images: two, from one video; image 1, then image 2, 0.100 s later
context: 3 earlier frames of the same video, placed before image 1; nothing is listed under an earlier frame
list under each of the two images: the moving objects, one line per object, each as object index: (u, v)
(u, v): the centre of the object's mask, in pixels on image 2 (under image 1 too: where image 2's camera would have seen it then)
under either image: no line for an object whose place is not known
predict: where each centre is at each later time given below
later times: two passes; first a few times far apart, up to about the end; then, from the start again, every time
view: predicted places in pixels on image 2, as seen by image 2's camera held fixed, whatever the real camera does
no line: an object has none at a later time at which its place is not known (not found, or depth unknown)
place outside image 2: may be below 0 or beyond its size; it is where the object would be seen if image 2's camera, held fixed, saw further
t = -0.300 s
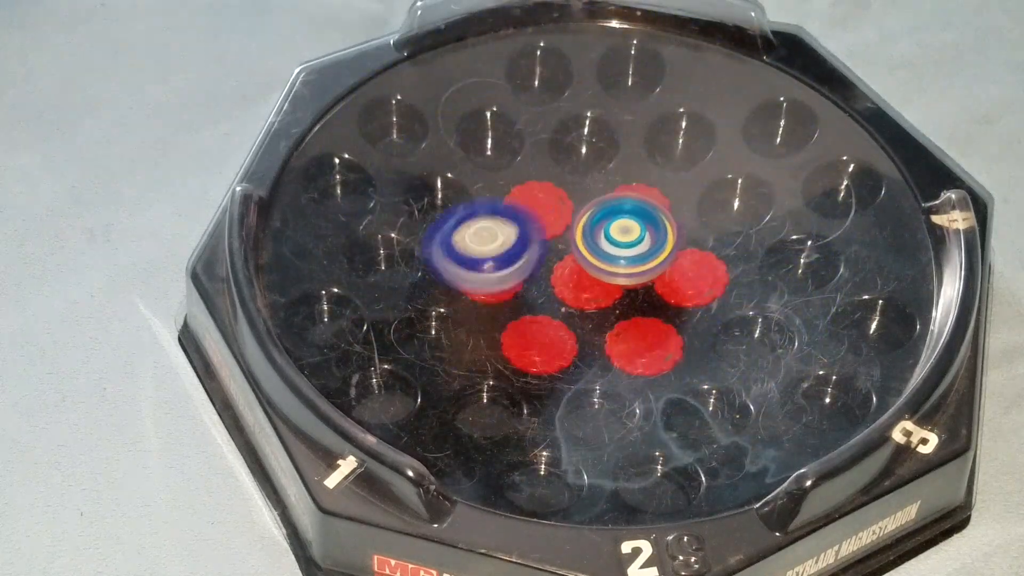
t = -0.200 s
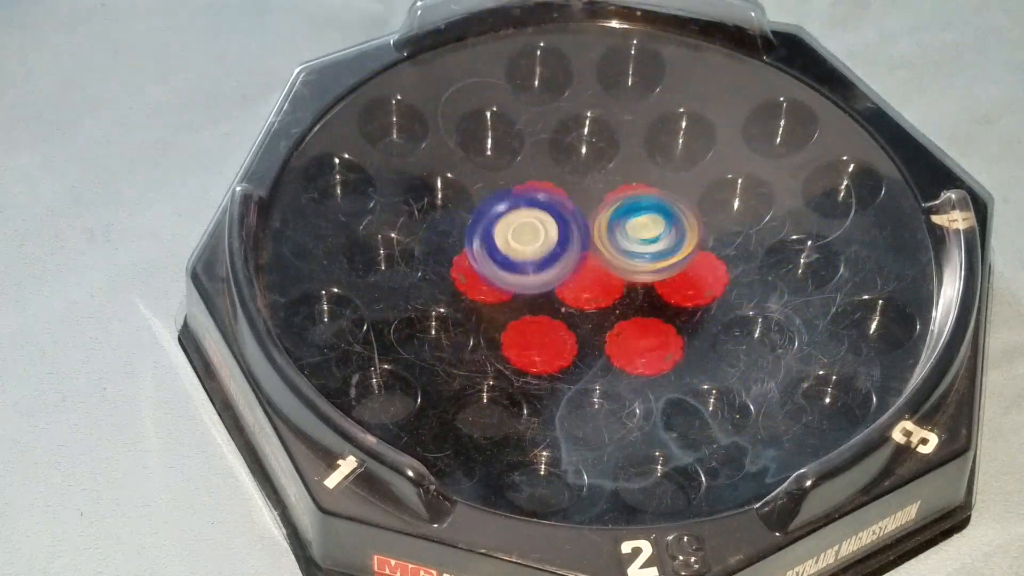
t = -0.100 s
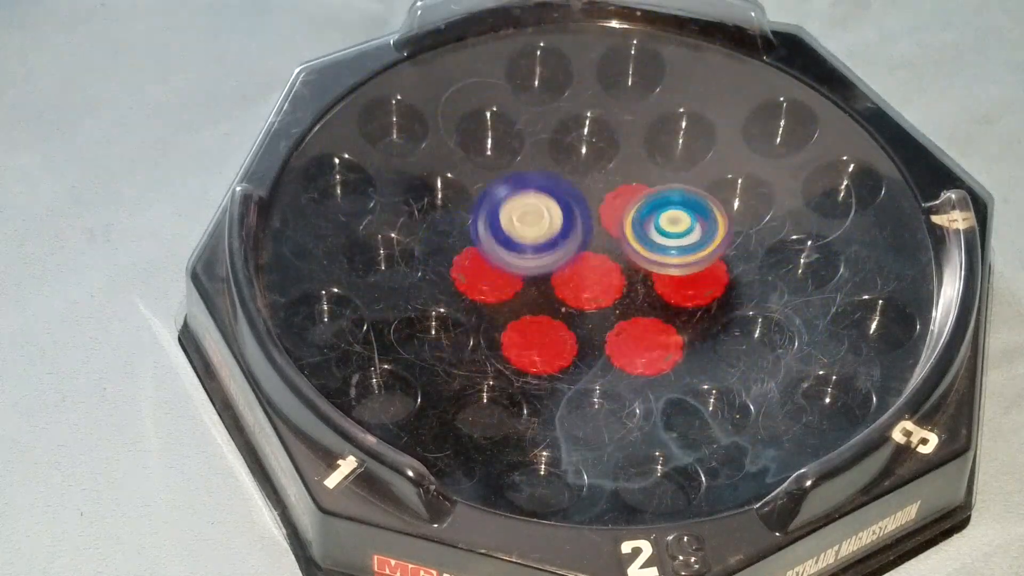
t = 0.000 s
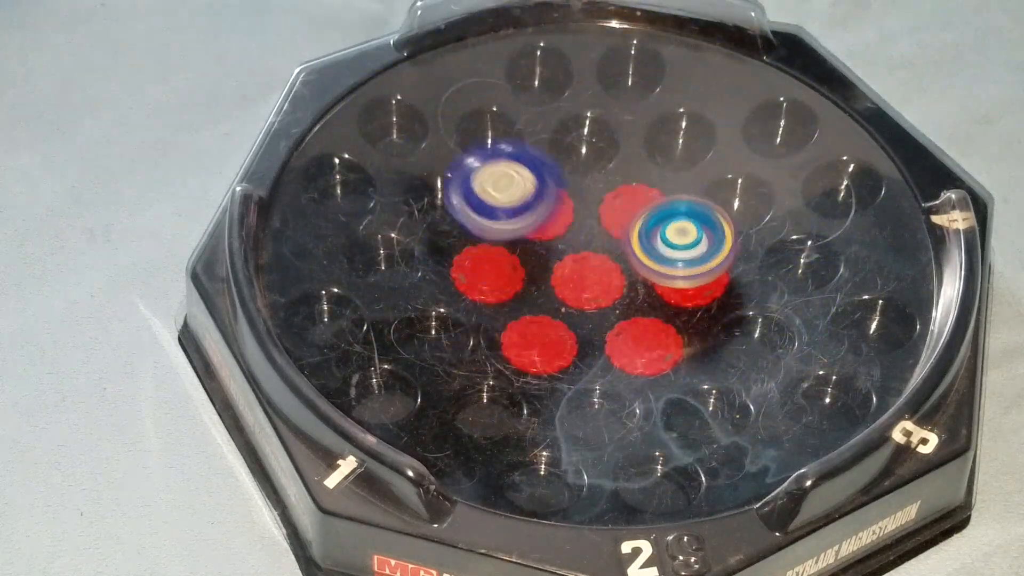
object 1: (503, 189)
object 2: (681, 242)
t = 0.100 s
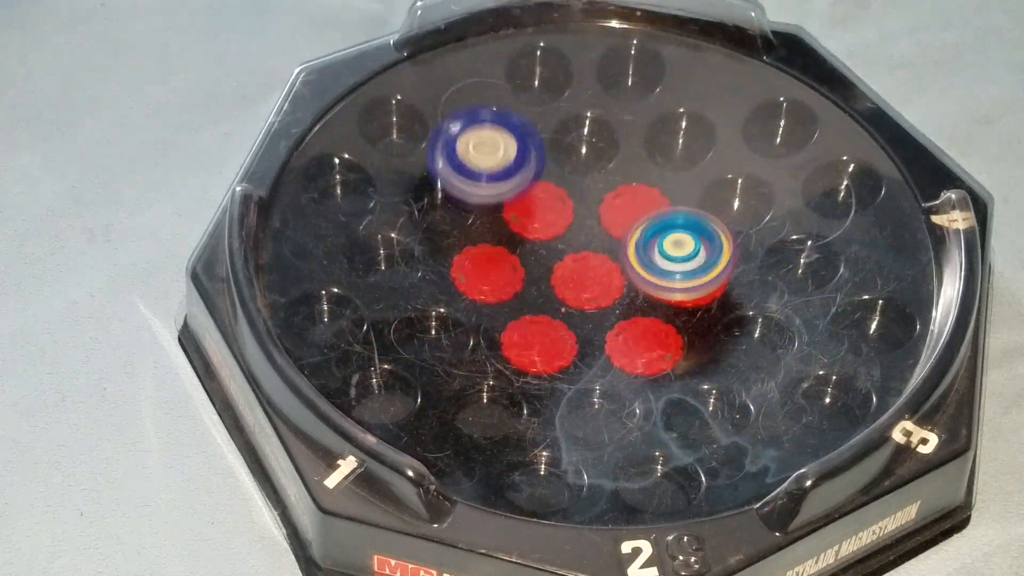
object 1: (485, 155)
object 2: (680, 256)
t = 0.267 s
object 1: (552, 120)
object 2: (661, 265)
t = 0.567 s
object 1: (645, 132)
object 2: (616, 240)
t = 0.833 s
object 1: (722, 221)
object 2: (595, 222)
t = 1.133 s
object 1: (720, 363)
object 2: (617, 208)
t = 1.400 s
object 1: (520, 387)
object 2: (636, 224)
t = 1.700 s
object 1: (502, 265)
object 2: (632, 238)
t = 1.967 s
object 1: (356, 282)
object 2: (888, 151)
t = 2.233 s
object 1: (384, 174)
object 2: (897, 158)
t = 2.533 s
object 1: (572, 141)
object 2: (854, 162)
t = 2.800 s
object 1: (694, 145)
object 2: (790, 211)
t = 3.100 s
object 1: (750, 240)
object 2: (636, 366)
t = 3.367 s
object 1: (673, 309)
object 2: (479, 309)
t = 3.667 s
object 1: (594, 280)
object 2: (504, 208)
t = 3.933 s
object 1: (538, 247)
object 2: (571, 152)
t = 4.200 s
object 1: (586, 208)
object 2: (659, 131)
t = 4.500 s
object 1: (650, 260)
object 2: (715, 146)
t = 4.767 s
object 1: (624, 278)
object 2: (716, 186)
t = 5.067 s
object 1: (572, 274)
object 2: (685, 228)
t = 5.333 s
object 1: (541, 220)
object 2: (669, 247)
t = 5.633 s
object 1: (613, 203)
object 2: (707, 275)
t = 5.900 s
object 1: (645, 260)
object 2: (756, 302)
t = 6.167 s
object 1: (603, 284)
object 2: (756, 302)
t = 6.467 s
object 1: (580, 278)
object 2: (704, 270)
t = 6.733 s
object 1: (530, 258)
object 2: (671, 222)
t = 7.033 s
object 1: (543, 250)
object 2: (629, 173)
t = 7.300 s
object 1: (549, 279)
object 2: (608, 167)
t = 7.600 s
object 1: (618, 307)
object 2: (572, 152)
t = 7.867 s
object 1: (578, 301)
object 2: (575, 148)
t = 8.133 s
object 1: (718, 268)
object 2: (585, 147)
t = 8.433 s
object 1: (809, 311)
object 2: (612, 161)
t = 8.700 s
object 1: (728, 301)
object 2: (659, 198)
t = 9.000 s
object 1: (861, 267)
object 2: (458, 127)
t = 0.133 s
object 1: (490, 142)
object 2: (678, 259)
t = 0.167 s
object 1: (499, 131)
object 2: (676, 262)
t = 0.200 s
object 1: (513, 123)
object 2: (672, 264)
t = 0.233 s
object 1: (531, 120)
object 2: (666, 265)
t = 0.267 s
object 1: (552, 120)
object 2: (661, 265)
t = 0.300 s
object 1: (576, 124)
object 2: (655, 265)
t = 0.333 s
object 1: (597, 133)
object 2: (648, 265)
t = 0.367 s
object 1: (616, 143)
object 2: (643, 264)
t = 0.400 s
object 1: (632, 156)
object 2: (638, 261)
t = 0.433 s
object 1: (641, 163)
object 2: (633, 258)
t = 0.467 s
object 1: (644, 161)
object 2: (627, 254)
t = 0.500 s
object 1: (645, 148)
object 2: (623, 250)
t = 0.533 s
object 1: (644, 137)
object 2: (619, 245)
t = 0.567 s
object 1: (645, 132)
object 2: (616, 240)
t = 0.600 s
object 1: (646, 135)
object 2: (614, 235)
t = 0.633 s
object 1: (653, 144)
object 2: (611, 232)
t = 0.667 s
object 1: (665, 150)
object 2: (607, 233)
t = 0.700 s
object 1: (678, 157)
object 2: (604, 232)
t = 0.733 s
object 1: (691, 169)
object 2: (602, 229)
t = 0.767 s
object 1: (706, 186)
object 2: (599, 228)
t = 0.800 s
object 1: (715, 204)
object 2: (596, 225)
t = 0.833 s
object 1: (722, 221)
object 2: (595, 222)
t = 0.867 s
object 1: (731, 231)
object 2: (596, 219)
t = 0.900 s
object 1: (749, 239)
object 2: (597, 216)
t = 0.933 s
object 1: (764, 250)
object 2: (598, 213)
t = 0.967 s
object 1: (772, 265)
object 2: (601, 211)
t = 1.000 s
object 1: (771, 286)
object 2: (603, 210)
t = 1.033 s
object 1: (767, 308)
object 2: (607, 208)
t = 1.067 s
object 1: (754, 328)
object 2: (610, 208)
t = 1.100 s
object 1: (741, 346)
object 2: (615, 208)
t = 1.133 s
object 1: (720, 363)
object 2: (617, 208)
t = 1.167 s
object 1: (698, 374)
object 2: (621, 209)
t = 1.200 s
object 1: (670, 383)
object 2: (624, 210)
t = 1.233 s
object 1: (644, 388)
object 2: (627, 212)
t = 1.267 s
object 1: (617, 397)
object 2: (630, 213)
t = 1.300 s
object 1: (593, 400)
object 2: (632, 216)
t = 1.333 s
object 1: (567, 401)
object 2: (634, 218)
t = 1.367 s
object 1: (543, 396)
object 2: (635, 221)
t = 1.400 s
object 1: (520, 387)
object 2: (636, 224)
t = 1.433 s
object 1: (501, 374)
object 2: (636, 227)
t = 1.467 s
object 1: (488, 357)
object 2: (635, 230)
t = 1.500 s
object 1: (481, 338)
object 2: (635, 232)
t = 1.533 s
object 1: (476, 316)
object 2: (633, 234)
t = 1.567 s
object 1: (473, 296)
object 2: (632, 235)
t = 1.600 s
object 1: (475, 276)
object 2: (629, 239)
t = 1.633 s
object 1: (480, 261)
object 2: (627, 240)
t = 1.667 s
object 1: (491, 254)
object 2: (625, 242)
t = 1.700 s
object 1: (502, 265)
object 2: (632, 238)
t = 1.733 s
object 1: (477, 292)
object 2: (686, 210)
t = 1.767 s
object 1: (452, 315)
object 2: (732, 186)
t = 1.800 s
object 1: (435, 323)
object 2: (773, 168)
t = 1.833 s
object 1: (419, 326)
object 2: (807, 158)
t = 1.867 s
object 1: (402, 321)
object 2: (838, 154)
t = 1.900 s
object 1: (383, 310)
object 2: (859, 153)
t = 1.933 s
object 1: (367, 296)
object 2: (876, 152)
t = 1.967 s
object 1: (356, 282)
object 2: (888, 151)
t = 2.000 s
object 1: (349, 268)
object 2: (898, 150)
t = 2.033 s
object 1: (344, 251)
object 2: (900, 152)
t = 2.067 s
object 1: (342, 236)
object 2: (897, 155)
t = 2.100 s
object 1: (344, 221)
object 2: (895, 158)
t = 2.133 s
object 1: (349, 207)
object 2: (895, 159)
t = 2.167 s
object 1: (358, 196)
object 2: (896, 159)
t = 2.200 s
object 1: (370, 183)
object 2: (897, 158)
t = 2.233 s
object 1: (384, 174)
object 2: (897, 158)
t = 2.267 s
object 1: (399, 165)
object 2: (896, 158)
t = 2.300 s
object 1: (415, 156)
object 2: (894, 158)
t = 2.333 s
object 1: (432, 147)
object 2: (892, 157)
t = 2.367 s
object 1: (454, 141)
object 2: (889, 158)
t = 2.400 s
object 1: (474, 139)
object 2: (884, 157)
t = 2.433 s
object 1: (497, 138)
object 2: (879, 157)
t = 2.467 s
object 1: (520, 139)
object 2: (871, 158)
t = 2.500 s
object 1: (547, 139)
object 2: (863, 160)
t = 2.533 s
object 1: (572, 141)
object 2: (854, 162)
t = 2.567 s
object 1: (594, 144)
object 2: (845, 163)
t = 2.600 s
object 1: (618, 150)
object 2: (835, 167)
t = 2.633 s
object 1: (638, 152)
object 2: (825, 171)
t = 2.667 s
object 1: (651, 146)
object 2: (813, 175)
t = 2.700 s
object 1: (666, 139)
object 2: (801, 181)
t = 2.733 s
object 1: (684, 137)
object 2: (786, 187)
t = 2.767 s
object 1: (691, 139)
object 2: (789, 198)
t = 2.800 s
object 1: (694, 145)
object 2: (790, 211)
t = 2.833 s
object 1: (702, 155)
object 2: (781, 225)
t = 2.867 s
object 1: (709, 163)
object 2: (779, 244)
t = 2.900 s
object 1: (712, 170)
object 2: (779, 271)
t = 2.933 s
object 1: (718, 180)
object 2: (768, 296)
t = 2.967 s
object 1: (725, 190)
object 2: (750, 320)
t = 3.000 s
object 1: (734, 201)
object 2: (728, 339)
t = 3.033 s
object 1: (741, 212)
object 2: (699, 354)
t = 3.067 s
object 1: (747, 225)
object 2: (668, 362)
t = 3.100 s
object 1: (750, 240)
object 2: (636, 366)
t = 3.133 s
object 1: (749, 253)
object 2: (606, 368)
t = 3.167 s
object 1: (744, 266)
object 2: (576, 369)
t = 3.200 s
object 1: (735, 278)
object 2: (550, 364)
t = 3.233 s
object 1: (723, 289)
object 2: (529, 358)
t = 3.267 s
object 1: (708, 296)
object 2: (513, 349)
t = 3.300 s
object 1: (693, 303)
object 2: (499, 338)
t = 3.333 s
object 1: (677, 308)
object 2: (488, 324)
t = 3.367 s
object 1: (673, 309)
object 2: (479, 309)
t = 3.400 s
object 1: (676, 304)
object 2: (474, 294)
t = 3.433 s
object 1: (683, 292)
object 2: (471, 282)
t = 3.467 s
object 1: (683, 282)
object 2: (472, 270)
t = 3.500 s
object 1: (673, 277)
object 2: (475, 258)
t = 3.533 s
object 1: (654, 278)
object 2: (479, 247)
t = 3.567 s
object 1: (635, 279)
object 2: (486, 235)
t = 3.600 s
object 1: (618, 279)
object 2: (495, 226)
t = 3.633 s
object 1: (601, 278)
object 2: (503, 218)
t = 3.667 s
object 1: (594, 280)
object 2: (504, 208)
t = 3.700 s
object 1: (590, 284)
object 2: (503, 196)
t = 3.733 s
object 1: (583, 284)
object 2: (509, 185)
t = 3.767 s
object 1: (573, 282)
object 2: (516, 175)
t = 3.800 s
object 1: (563, 277)
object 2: (527, 166)
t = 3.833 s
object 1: (553, 270)
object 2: (538, 161)
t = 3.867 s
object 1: (545, 263)
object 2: (549, 157)
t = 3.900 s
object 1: (540, 255)
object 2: (561, 153)
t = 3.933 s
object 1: (538, 247)
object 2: (571, 152)
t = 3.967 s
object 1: (538, 238)
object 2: (581, 150)
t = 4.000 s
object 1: (539, 229)
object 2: (591, 148)
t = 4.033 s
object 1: (543, 223)
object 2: (603, 143)
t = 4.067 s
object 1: (548, 217)
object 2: (615, 140)
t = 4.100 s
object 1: (555, 212)
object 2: (626, 138)
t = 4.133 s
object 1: (564, 208)
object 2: (637, 137)
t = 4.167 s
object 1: (575, 206)
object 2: (646, 136)
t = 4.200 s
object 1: (586, 208)
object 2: (659, 131)
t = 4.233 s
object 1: (596, 210)
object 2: (670, 128)
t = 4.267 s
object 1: (606, 213)
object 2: (679, 129)
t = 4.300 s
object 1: (616, 217)
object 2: (687, 131)
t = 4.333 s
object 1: (625, 221)
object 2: (693, 132)
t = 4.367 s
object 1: (633, 228)
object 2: (699, 134)
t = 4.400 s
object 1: (640, 234)
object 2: (704, 137)
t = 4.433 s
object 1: (645, 243)
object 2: (707, 140)
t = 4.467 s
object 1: (648, 250)
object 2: (710, 142)
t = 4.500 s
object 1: (650, 260)
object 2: (715, 146)
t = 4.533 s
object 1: (650, 268)
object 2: (718, 149)
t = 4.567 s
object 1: (649, 275)
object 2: (720, 153)
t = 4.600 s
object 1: (647, 279)
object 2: (721, 157)
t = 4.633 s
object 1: (644, 282)
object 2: (722, 162)
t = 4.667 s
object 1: (639, 282)
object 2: (721, 167)
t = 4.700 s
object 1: (633, 279)
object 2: (720, 172)
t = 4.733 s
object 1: (628, 277)
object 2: (718, 179)
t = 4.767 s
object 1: (624, 278)
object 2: (716, 186)
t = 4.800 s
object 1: (621, 279)
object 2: (714, 192)
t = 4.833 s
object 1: (617, 279)
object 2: (711, 199)
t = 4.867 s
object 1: (613, 278)
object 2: (706, 206)
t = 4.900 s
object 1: (609, 277)
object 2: (702, 212)
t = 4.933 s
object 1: (602, 278)
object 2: (699, 214)
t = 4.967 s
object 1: (594, 278)
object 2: (695, 218)
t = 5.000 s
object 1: (588, 277)
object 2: (691, 222)
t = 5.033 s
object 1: (580, 277)
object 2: (689, 224)
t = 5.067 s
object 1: (572, 274)
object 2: (685, 228)
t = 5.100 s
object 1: (566, 269)
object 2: (681, 232)
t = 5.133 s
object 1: (560, 264)
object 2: (677, 235)
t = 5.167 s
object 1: (552, 259)
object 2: (675, 237)
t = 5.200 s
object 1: (548, 253)
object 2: (672, 240)
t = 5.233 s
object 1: (546, 246)
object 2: (669, 243)
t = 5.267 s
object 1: (542, 236)
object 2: (670, 243)
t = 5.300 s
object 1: (540, 229)
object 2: (670, 245)
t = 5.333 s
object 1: (541, 220)
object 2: (669, 247)
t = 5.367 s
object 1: (543, 213)
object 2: (668, 248)
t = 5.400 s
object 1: (548, 209)
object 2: (666, 250)
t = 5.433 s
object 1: (555, 205)
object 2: (664, 251)
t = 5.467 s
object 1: (562, 202)
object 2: (672, 253)
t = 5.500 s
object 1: (571, 200)
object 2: (691, 261)
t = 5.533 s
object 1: (584, 199)
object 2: (701, 266)
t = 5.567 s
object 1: (595, 199)
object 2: (705, 270)
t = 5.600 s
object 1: (604, 200)
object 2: (707, 273)
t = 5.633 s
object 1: (613, 203)
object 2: (707, 275)
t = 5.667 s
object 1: (621, 208)
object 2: (707, 276)
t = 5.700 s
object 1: (628, 213)
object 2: (713, 278)
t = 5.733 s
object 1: (635, 219)
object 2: (727, 285)
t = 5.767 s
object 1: (642, 228)
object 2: (739, 291)
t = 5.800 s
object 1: (645, 236)
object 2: (745, 295)
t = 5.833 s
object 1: (647, 244)
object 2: (749, 298)
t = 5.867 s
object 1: (647, 252)
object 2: (752, 301)
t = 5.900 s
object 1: (645, 260)
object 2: (756, 302)
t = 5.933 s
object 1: (642, 268)
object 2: (758, 303)
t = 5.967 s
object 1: (640, 273)
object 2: (760, 304)
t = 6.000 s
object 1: (636, 278)
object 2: (761, 304)
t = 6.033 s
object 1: (631, 282)
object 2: (761, 304)
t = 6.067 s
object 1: (624, 283)
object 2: (761, 304)
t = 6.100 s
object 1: (616, 284)
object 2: (760, 304)
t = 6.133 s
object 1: (609, 285)
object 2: (759, 304)
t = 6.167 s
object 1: (603, 284)
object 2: (756, 302)
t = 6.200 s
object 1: (598, 281)
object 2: (753, 301)
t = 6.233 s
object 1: (594, 279)
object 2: (748, 298)
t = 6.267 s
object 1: (593, 275)
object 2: (743, 296)
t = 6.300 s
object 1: (592, 274)
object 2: (736, 293)
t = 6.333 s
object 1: (593, 273)
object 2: (729, 288)
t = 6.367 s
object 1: (593, 273)
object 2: (719, 284)
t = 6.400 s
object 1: (589, 274)
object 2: (718, 280)
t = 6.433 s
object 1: (584, 277)
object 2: (712, 275)
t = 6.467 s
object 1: (580, 278)
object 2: (704, 270)
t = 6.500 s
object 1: (575, 277)
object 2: (696, 265)
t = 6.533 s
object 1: (570, 274)
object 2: (688, 260)
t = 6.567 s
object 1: (555, 271)
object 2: (687, 253)
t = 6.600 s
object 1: (535, 270)
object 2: (690, 241)
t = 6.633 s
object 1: (524, 266)
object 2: (688, 236)
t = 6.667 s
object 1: (519, 261)
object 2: (683, 231)
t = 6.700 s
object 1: (520, 260)
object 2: (677, 227)
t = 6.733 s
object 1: (530, 258)
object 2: (671, 222)
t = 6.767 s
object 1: (540, 257)
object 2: (665, 218)
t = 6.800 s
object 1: (542, 253)
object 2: (657, 214)
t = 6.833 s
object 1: (539, 250)
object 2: (651, 209)
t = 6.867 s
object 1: (535, 248)
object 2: (645, 205)
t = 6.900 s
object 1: (534, 247)
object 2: (638, 200)
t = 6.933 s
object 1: (535, 245)
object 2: (632, 196)
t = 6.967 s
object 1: (534, 246)
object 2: (630, 189)
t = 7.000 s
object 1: (534, 248)
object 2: (630, 177)
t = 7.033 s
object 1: (543, 250)
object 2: (629, 173)
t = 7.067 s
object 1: (551, 253)
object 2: (625, 171)
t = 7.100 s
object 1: (553, 253)
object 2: (623, 169)
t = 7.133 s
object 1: (550, 258)
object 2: (620, 167)
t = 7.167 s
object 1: (548, 263)
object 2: (617, 166)
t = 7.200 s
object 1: (547, 268)
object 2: (614, 166)
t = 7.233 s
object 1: (547, 272)
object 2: (612, 166)
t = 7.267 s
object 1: (547, 277)
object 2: (610, 167)
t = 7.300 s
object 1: (549, 279)
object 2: (608, 167)
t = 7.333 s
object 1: (552, 278)
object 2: (606, 169)
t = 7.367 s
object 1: (558, 275)
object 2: (604, 170)
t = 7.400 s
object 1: (564, 273)
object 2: (602, 172)
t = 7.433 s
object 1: (570, 272)
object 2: (601, 175)
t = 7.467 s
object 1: (578, 274)
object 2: (598, 179)
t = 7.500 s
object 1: (586, 275)
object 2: (597, 183)
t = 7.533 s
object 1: (592, 277)
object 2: (595, 186)
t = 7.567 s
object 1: (611, 292)
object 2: (583, 168)
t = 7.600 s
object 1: (618, 307)
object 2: (572, 152)
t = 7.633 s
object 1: (615, 316)
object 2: (567, 143)
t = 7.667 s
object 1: (608, 322)
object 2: (567, 141)
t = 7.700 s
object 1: (604, 324)
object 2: (568, 141)
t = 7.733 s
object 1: (601, 323)
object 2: (569, 141)
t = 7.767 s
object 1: (600, 321)
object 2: (570, 142)
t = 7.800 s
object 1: (595, 318)
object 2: (571, 143)
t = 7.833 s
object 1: (589, 311)
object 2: (573, 145)
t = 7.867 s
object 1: (578, 301)
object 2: (575, 148)
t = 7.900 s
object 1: (575, 286)
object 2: (577, 150)
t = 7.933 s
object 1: (574, 273)
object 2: (578, 153)
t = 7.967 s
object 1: (572, 261)
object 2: (582, 158)
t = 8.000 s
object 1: (581, 251)
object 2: (585, 159)
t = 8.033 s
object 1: (612, 257)
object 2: (582, 152)
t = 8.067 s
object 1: (645, 266)
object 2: (580, 148)
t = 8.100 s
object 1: (679, 273)
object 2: (582, 148)
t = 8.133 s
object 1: (718, 268)
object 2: (585, 147)
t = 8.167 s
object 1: (758, 269)
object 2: (587, 147)
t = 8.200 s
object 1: (783, 274)
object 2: (589, 148)
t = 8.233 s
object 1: (802, 281)
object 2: (592, 148)
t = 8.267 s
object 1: (811, 289)
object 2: (594, 149)
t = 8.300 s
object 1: (811, 296)
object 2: (597, 151)
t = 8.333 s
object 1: (811, 302)
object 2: (599, 153)
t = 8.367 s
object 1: (811, 307)
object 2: (604, 155)
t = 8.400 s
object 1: (809, 309)
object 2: (607, 157)
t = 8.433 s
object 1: (809, 311)
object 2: (612, 161)
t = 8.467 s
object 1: (803, 311)
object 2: (617, 165)
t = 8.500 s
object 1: (792, 313)
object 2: (623, 169)
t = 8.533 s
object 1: (780, 315)
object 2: (630, 173)
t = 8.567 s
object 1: (769, 317)
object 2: (635, 179)
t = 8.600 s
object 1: (762, 317)
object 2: (643, 183)
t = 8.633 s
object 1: (751, 315)
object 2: (649, 189)
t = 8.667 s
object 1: (742, 308)
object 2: (655, 193)
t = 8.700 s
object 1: (728, 301)
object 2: (659, 198)
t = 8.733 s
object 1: (715, 292)
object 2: (666, 202)
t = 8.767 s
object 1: (714, 276)
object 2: (660, 203)
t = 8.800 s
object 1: (729, 262)
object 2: (637, 198)
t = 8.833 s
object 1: (789, 264)
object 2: (580, 182)
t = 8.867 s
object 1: (839, 268)
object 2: (540, 170)
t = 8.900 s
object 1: (874, 265)
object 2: (509, 154)
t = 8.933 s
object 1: (872, 266)
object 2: (489, 144)
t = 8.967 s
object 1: (864, 267)
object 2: (472, 133)
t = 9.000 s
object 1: (861, 267)
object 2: (458, 127)
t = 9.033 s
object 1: (857, 264)
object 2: (451, 125)
